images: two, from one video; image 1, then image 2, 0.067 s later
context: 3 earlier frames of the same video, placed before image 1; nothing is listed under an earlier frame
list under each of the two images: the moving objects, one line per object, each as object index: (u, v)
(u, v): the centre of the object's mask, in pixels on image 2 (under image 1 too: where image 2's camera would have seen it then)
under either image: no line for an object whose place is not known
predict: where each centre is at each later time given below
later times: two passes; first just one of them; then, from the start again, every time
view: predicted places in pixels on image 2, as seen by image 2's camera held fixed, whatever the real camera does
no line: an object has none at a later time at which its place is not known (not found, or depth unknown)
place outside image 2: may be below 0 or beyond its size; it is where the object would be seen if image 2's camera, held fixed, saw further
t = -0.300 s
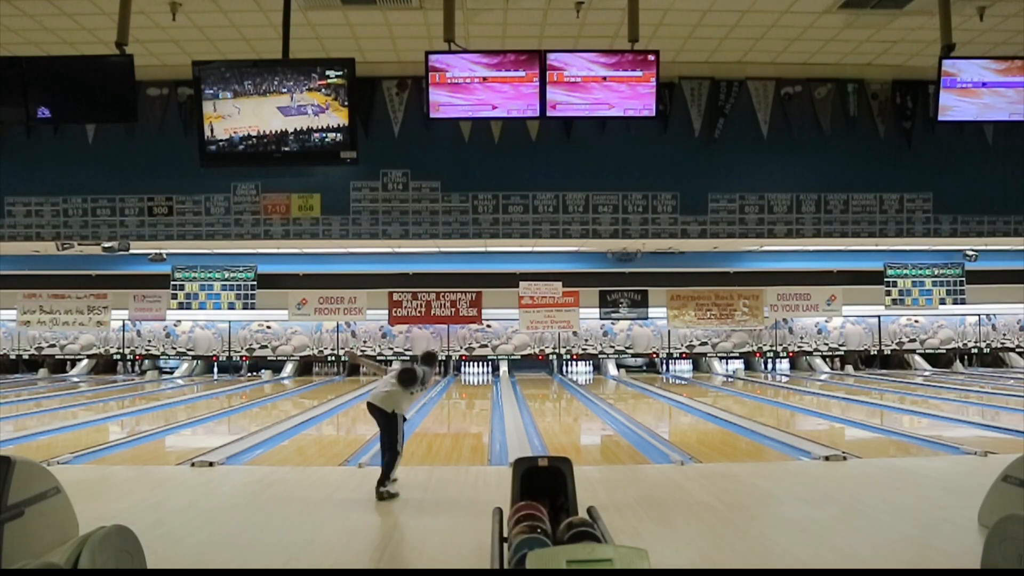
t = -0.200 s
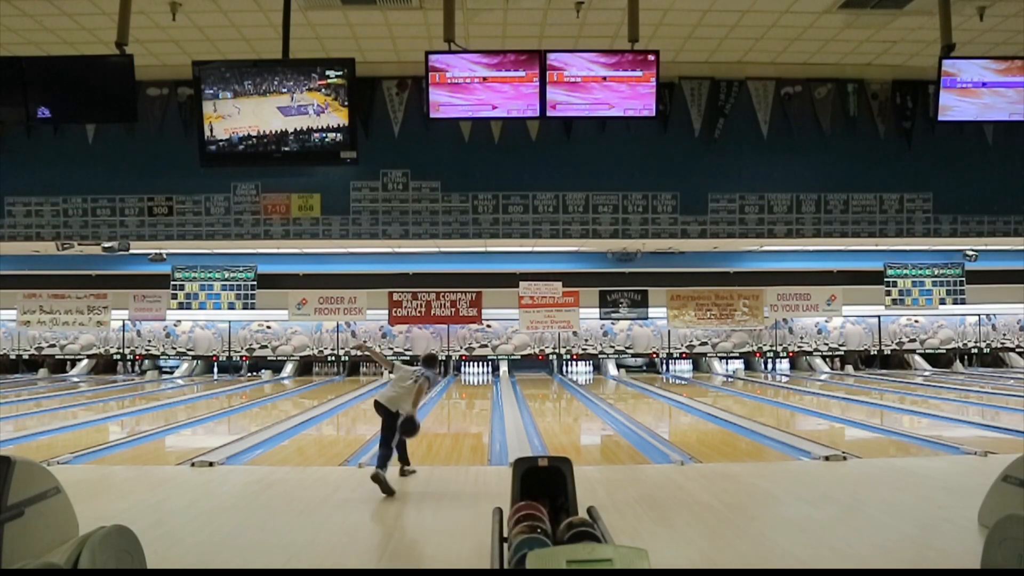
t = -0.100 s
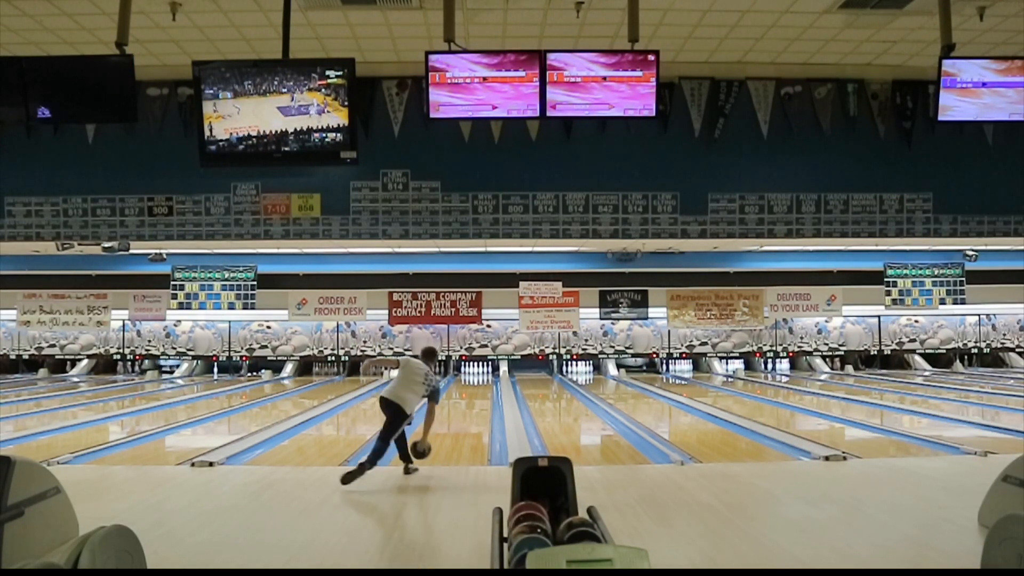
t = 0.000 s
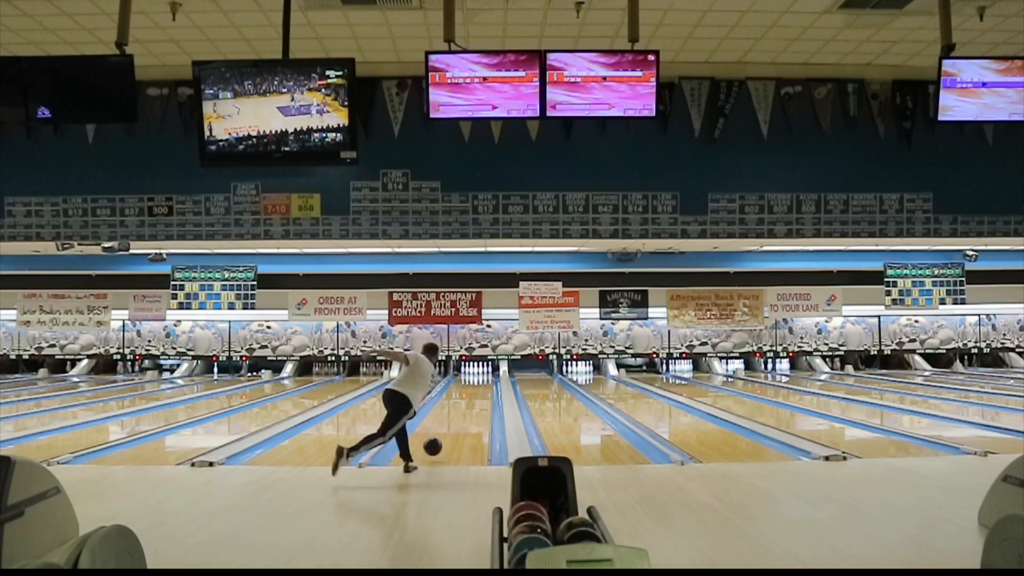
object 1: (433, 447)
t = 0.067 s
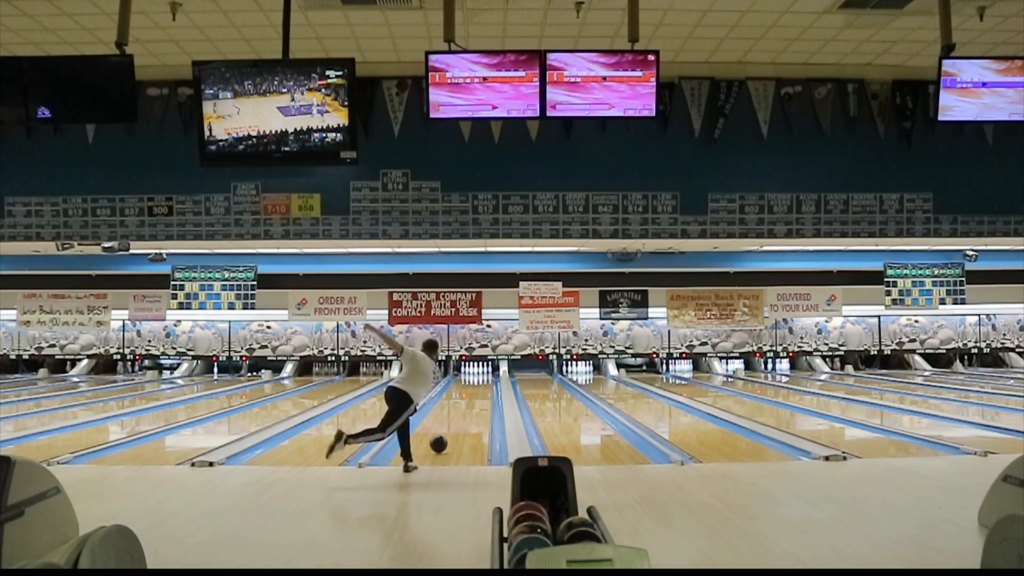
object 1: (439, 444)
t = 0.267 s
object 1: (452, 427)
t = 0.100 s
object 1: (441, 441)
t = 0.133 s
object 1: (444, 438)
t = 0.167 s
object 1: (446, 435)
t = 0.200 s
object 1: (448, 433)
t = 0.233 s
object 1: (450, 430)
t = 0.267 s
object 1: (452, 427)
